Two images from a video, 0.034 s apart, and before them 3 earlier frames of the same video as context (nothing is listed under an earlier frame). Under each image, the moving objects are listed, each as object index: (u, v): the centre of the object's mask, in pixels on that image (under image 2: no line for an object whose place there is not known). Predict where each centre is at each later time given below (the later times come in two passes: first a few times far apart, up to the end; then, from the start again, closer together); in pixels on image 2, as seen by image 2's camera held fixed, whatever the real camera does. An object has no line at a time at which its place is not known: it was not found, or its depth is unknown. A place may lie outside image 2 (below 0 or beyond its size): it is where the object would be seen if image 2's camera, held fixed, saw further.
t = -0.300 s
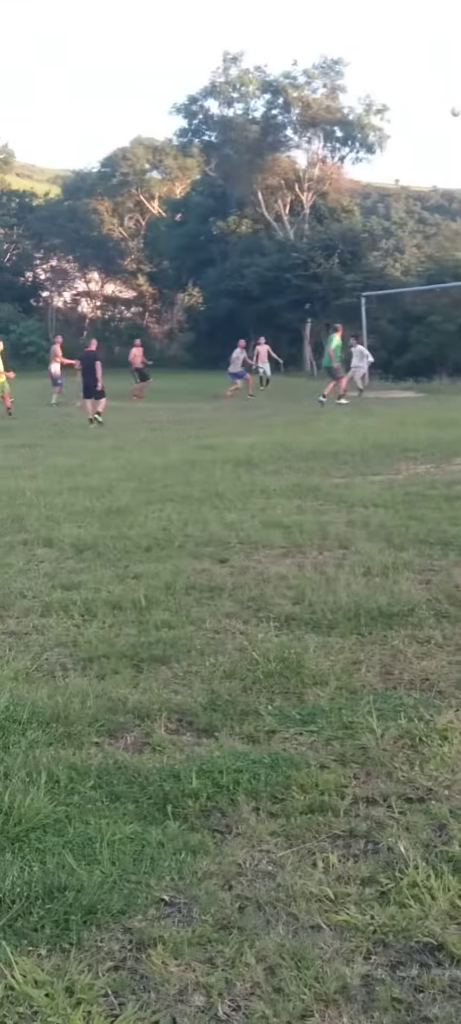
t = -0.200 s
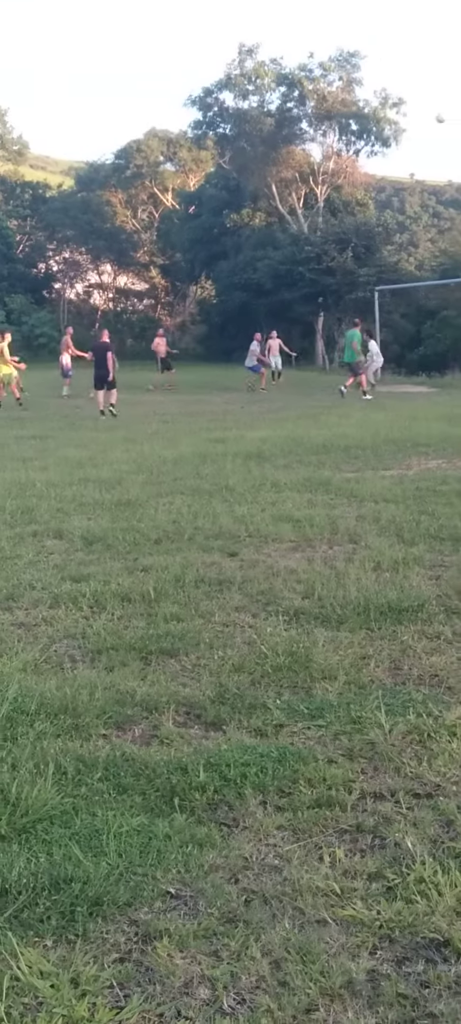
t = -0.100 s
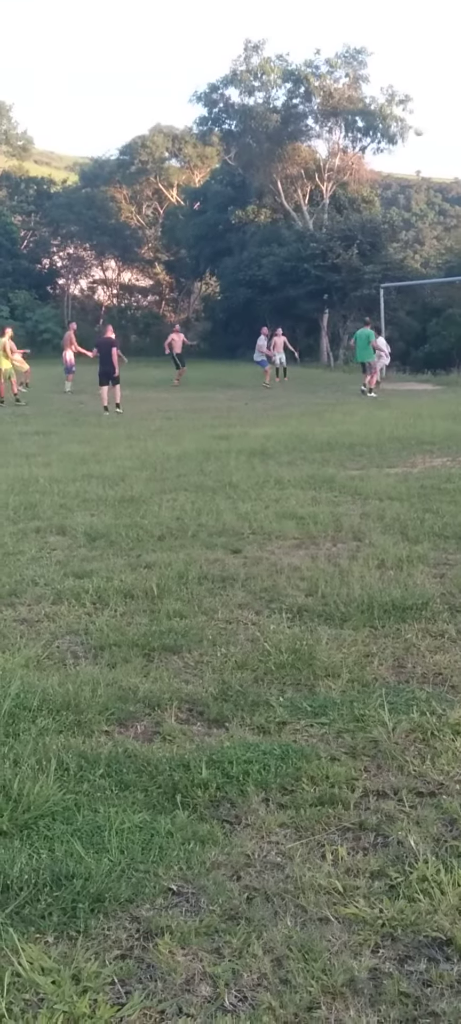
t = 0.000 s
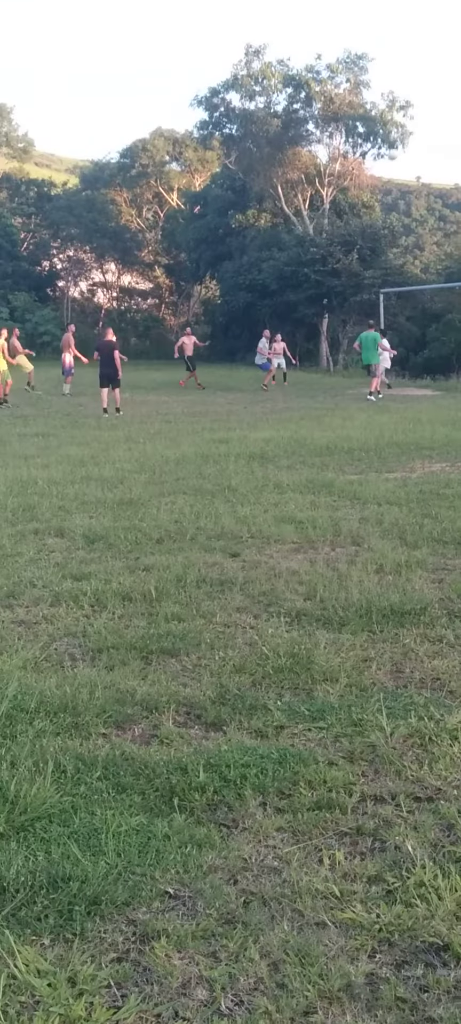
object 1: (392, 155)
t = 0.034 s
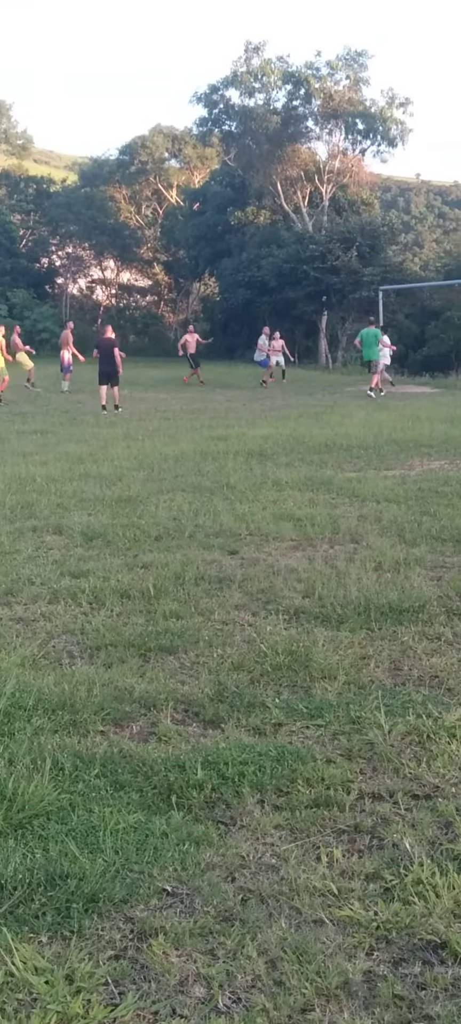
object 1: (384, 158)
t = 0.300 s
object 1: (326, 215)
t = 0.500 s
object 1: (290, 264)
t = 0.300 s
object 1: (326, 215)
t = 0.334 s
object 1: (319, 223)
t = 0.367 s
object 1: (313, 231)
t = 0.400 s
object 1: (307, 240)
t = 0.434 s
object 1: (301, 248)
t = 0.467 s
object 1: (295, 256)
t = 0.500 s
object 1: (290, 264)
